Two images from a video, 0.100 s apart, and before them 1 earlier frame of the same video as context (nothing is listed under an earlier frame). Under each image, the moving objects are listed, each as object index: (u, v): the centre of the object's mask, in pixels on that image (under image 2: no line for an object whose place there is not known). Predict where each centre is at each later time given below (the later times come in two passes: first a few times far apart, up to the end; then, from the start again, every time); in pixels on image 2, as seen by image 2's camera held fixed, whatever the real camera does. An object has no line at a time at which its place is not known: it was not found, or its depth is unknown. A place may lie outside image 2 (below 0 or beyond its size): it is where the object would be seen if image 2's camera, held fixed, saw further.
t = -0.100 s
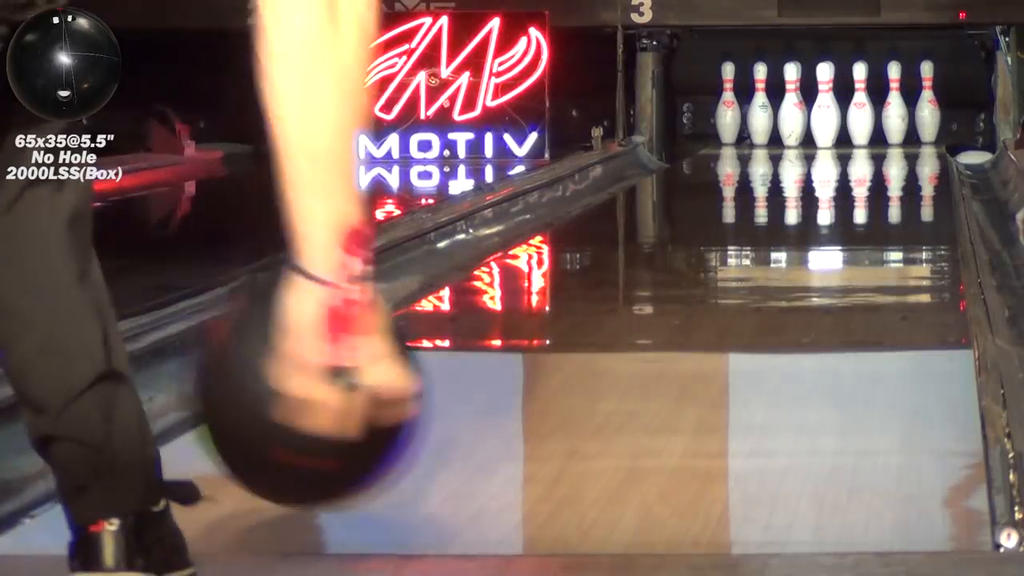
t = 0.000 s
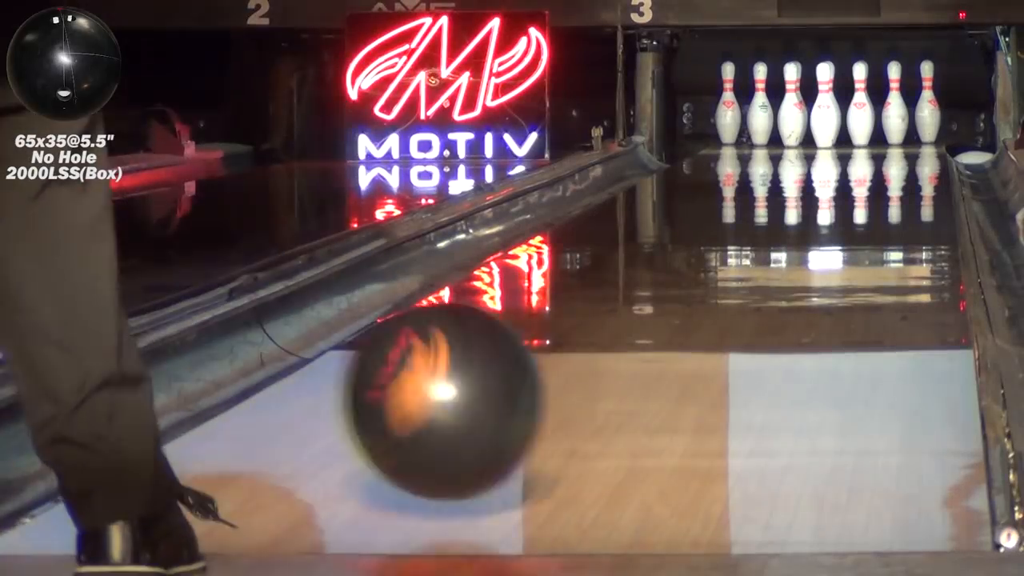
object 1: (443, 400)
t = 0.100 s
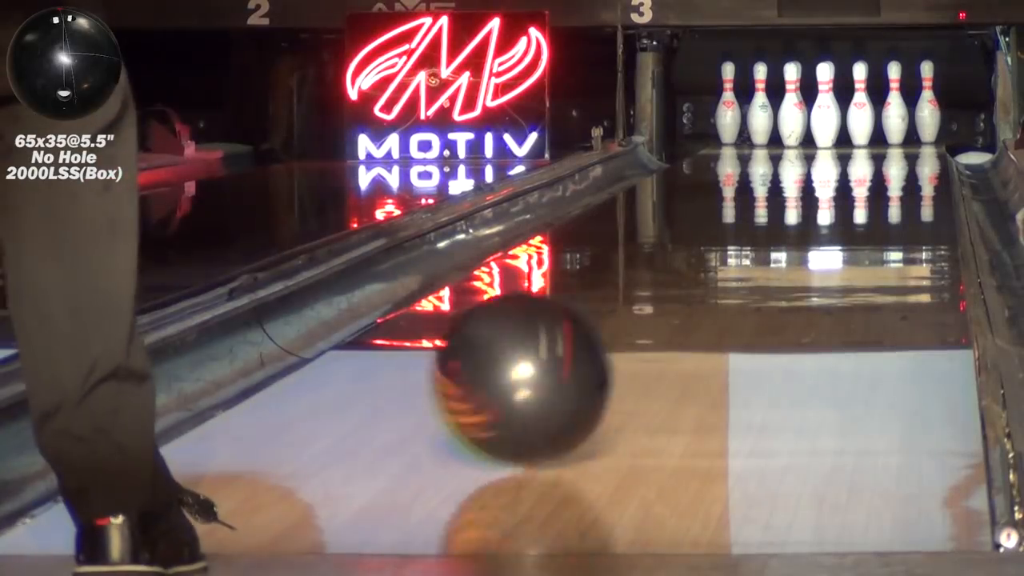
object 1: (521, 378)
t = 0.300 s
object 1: (655, 305)
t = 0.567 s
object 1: (760, 244)
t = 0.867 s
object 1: (832, 200)
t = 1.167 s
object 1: (876, 172)
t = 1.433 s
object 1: (898, 155)
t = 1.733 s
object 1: (899, 139)
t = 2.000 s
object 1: (875, 131)
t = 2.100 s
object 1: (861, 128)
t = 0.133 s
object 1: (550, 368)
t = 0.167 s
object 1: (574, 353)
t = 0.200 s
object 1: (596, 341)
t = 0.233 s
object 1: (618, 328)
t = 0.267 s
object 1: (636, 317)
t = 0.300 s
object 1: (655, 305)
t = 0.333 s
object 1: (670, 295)
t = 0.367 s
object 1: (686, 285)
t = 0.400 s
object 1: (700, 278)
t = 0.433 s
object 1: (714, 270)
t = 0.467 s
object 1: (725, 264)
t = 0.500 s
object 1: (737, 256)
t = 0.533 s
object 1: (749, 250)
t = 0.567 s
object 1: (760, 244)
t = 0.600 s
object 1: (770, 238)
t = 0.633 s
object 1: (780, 233)
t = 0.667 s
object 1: (788, 228)
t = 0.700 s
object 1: (796, 223)
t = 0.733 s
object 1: (804, 218)
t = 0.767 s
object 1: (812, 214)
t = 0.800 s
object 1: (818, 209)
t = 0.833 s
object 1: (825, 205)
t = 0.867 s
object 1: (832, 200)
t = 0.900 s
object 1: (838, 197)
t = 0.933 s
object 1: (845, 193)
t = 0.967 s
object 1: (850, 190)
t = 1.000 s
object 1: (855, 187)
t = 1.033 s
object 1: (860, 184)
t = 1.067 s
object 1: (865, 181)
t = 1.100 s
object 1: (869, 178)
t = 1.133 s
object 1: (873, 175)
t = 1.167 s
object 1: (876, 172)
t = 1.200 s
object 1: (880, 170)
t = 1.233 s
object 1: (883, 168)
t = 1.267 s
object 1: (887, 165)
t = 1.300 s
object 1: (890, 162)
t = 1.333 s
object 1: (892, 160)
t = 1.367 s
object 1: (895, 159)
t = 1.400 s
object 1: (897, 156)
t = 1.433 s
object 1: (898, 155)
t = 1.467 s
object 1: (900, 153)
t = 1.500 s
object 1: (901, 151)
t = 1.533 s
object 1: (902, 149)
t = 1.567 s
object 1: (902, 147)
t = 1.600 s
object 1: (903, 146)
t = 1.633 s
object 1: (902, 144)
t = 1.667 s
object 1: (901, 142)
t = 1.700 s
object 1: (900, 141)
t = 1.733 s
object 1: (899, 139)
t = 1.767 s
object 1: (897, 138)
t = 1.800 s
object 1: (895, 137)
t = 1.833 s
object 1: (892, 136)
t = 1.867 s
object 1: (889, 135)
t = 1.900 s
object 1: (886, 134)
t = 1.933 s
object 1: (882, 133)
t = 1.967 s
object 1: (879, 132)
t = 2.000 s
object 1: (875, 131)
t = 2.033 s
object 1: (870, 130)
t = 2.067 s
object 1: (866, 129)
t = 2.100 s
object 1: (861, 128)
